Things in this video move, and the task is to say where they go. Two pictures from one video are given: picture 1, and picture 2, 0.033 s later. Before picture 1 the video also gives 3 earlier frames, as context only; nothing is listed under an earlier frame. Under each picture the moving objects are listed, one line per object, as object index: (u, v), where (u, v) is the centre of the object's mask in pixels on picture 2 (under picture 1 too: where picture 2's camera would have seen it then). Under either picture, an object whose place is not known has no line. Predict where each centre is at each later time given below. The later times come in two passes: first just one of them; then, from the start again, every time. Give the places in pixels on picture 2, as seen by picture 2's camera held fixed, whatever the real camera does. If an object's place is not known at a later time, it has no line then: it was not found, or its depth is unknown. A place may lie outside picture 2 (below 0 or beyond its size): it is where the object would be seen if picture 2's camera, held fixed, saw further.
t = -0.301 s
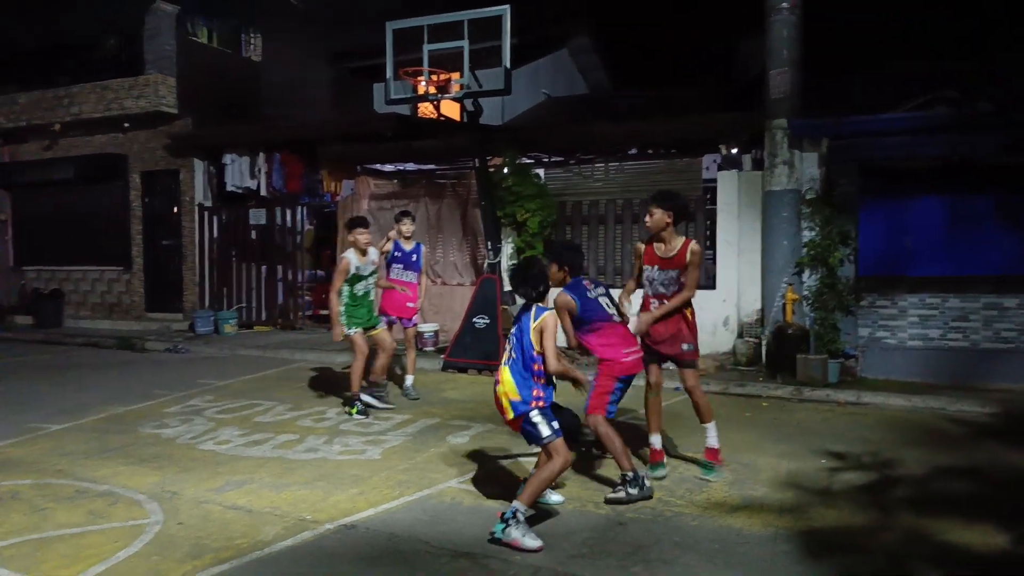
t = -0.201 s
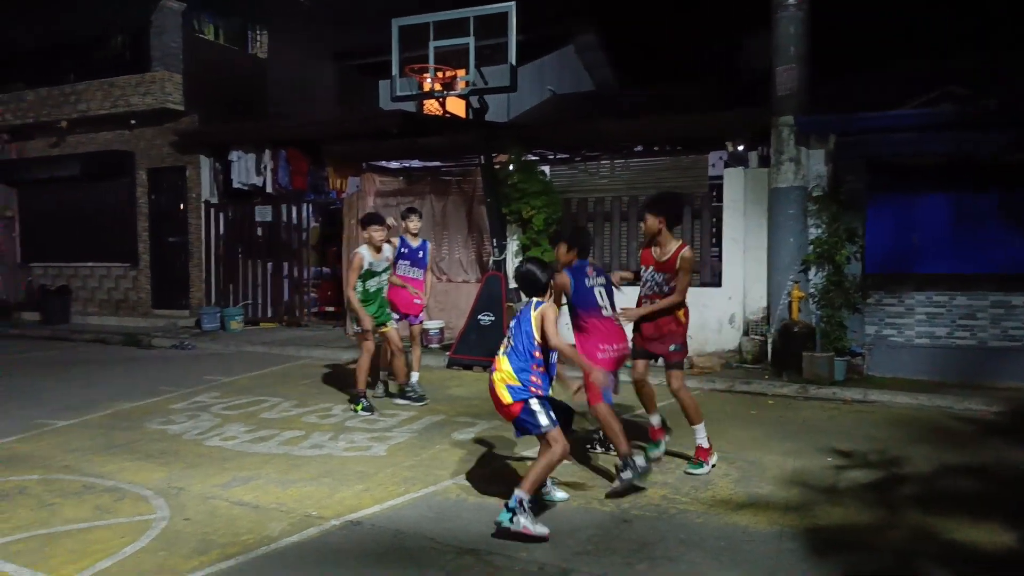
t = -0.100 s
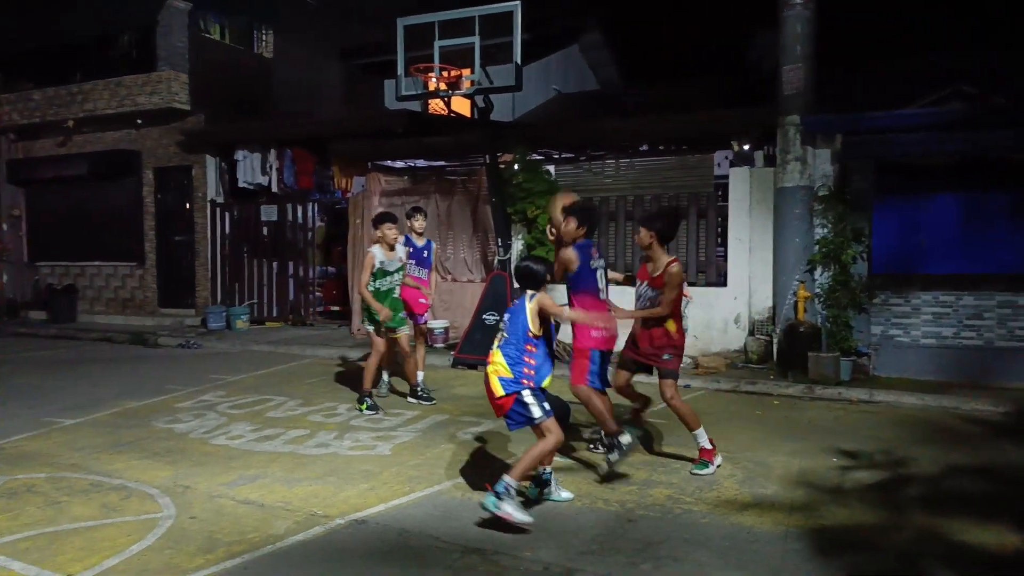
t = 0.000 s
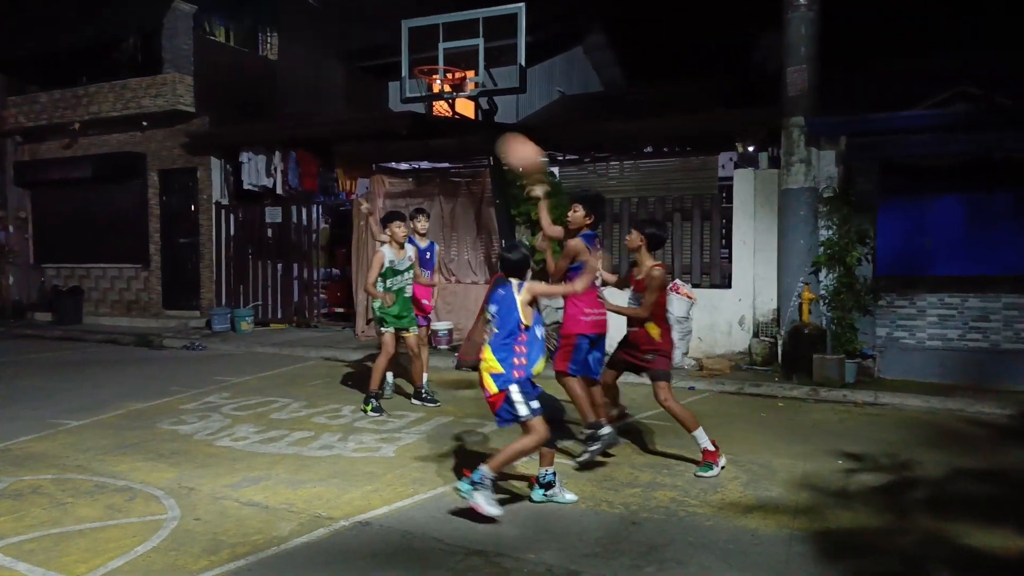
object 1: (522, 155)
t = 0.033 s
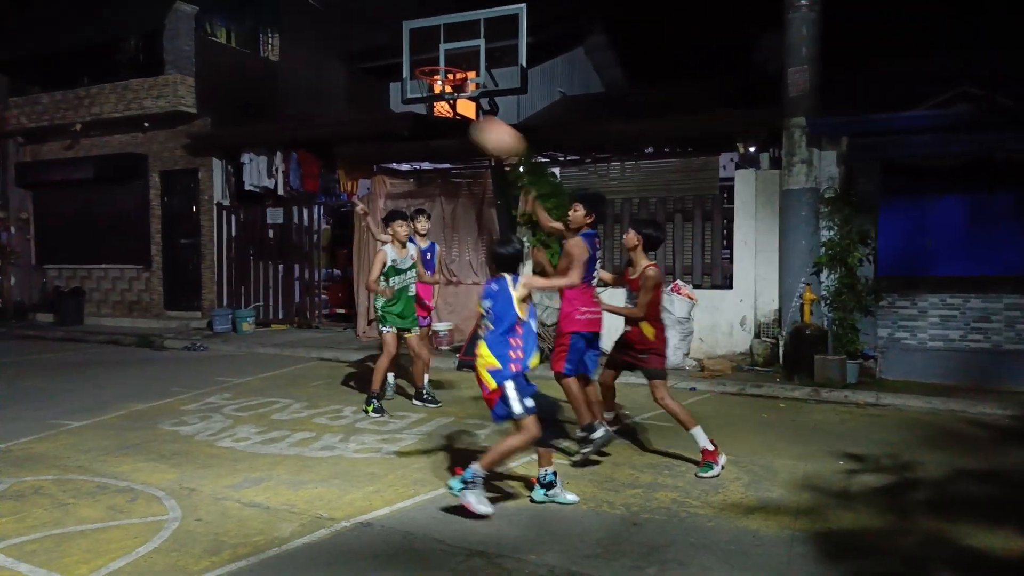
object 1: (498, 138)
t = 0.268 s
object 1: (265, 44)
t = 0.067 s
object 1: (474, 126)
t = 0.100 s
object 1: (440, 107)
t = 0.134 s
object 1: (408, 90)
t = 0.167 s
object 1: (375, 75)
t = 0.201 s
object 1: (343, 64)
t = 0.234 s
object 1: (306, 53)
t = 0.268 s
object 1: (265, 44)
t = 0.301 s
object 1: (222, 36)
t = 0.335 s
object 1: (174, 31)
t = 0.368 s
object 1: (126, 29)
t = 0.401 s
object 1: (77, 31)
